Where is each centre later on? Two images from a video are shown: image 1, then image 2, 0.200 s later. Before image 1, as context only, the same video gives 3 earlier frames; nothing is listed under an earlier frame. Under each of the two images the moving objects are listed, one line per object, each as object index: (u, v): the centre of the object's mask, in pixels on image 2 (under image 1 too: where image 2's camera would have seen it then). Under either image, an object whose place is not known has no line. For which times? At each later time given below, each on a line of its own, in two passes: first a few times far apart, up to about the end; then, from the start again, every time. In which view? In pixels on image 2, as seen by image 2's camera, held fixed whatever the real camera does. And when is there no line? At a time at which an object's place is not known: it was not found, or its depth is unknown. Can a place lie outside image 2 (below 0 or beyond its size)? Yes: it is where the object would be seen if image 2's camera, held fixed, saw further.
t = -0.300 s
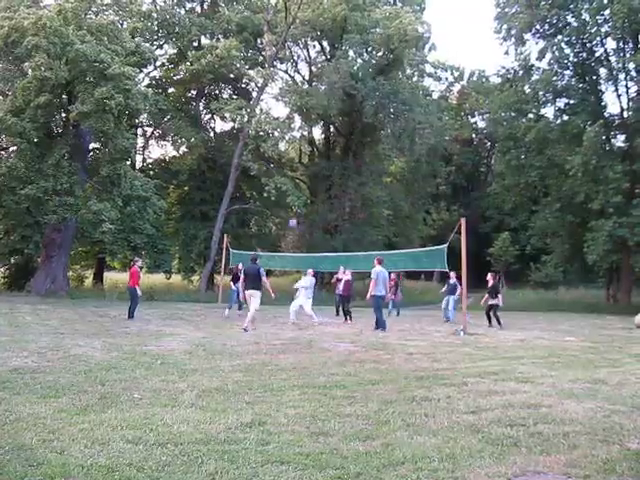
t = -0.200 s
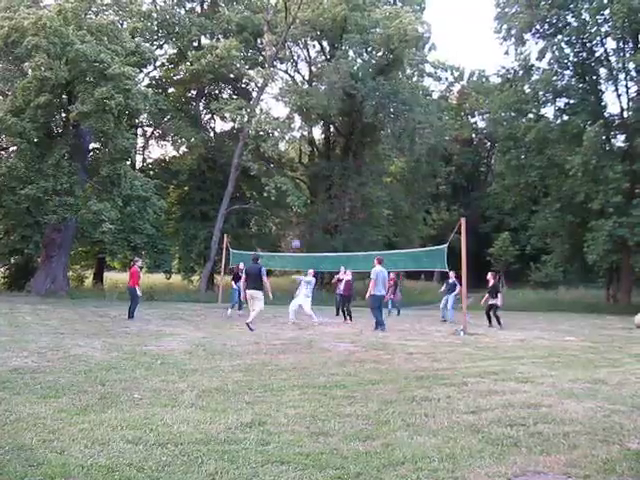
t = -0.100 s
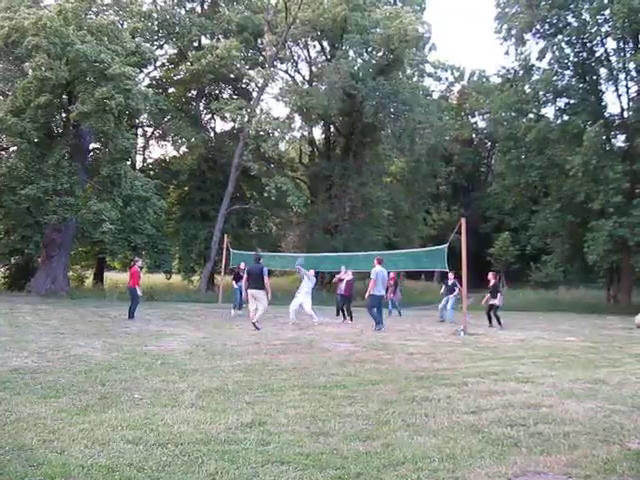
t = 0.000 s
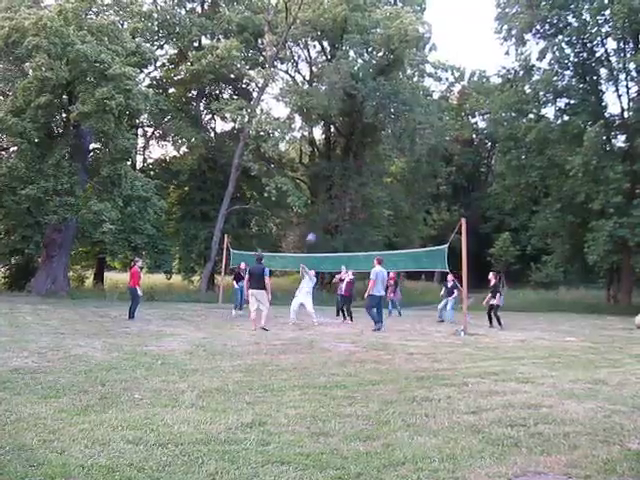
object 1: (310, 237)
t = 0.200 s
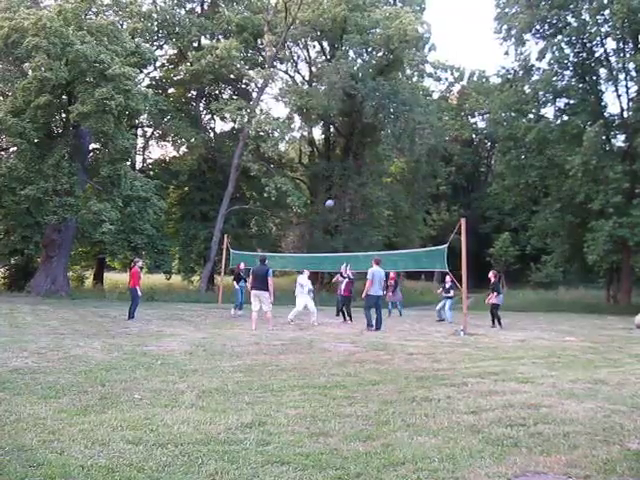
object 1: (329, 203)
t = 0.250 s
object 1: (334, 197)
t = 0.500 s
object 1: (353, 182)
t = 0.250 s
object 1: (334, 197)
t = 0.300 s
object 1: (338, 193)
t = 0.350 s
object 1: (342, 188)
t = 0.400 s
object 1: (346, 186)
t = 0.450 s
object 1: (350, 183)
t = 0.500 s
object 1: (353, 182)
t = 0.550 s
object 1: (357, 182)
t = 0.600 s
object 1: (360, 182)
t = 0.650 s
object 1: (363, 183)
